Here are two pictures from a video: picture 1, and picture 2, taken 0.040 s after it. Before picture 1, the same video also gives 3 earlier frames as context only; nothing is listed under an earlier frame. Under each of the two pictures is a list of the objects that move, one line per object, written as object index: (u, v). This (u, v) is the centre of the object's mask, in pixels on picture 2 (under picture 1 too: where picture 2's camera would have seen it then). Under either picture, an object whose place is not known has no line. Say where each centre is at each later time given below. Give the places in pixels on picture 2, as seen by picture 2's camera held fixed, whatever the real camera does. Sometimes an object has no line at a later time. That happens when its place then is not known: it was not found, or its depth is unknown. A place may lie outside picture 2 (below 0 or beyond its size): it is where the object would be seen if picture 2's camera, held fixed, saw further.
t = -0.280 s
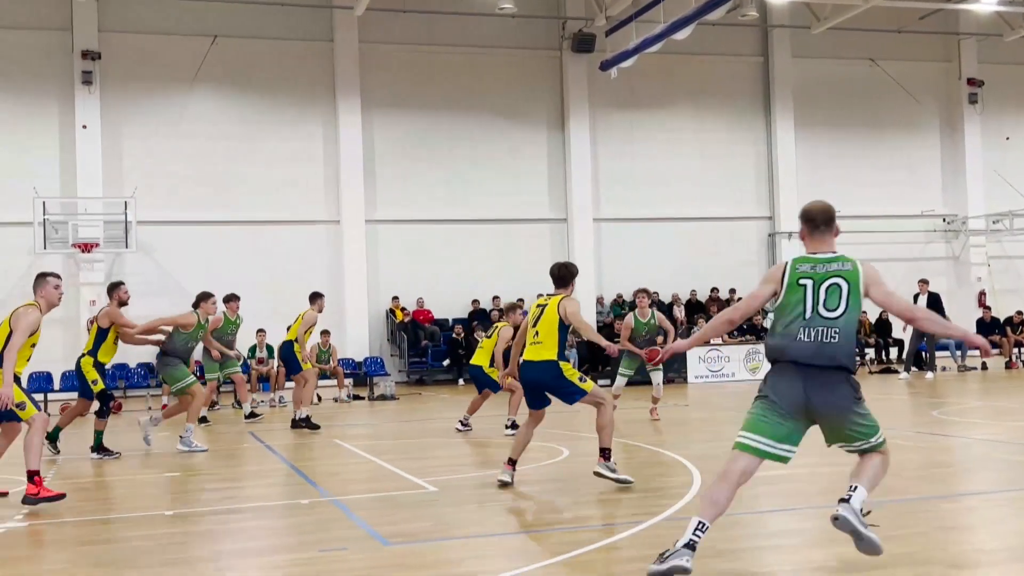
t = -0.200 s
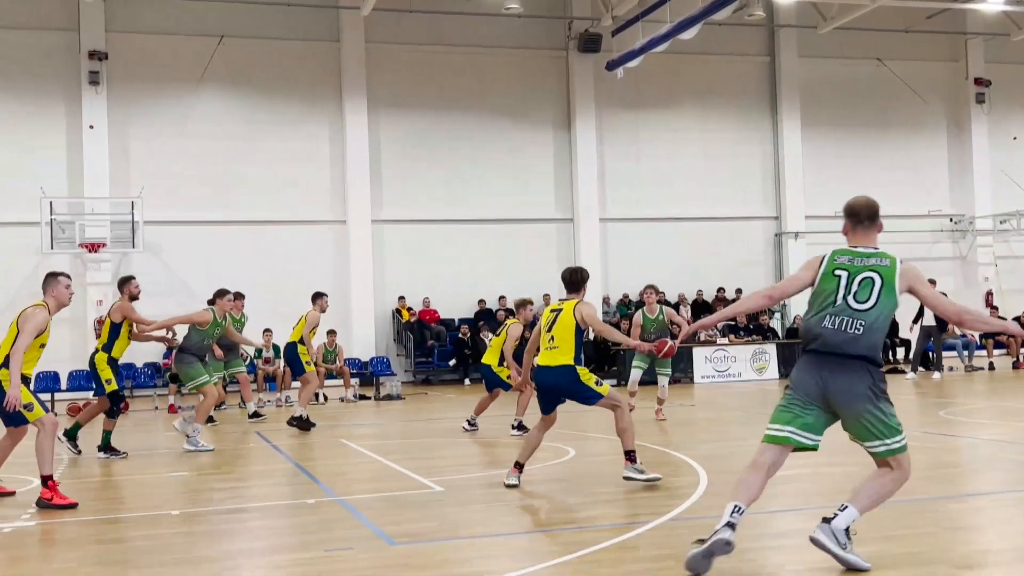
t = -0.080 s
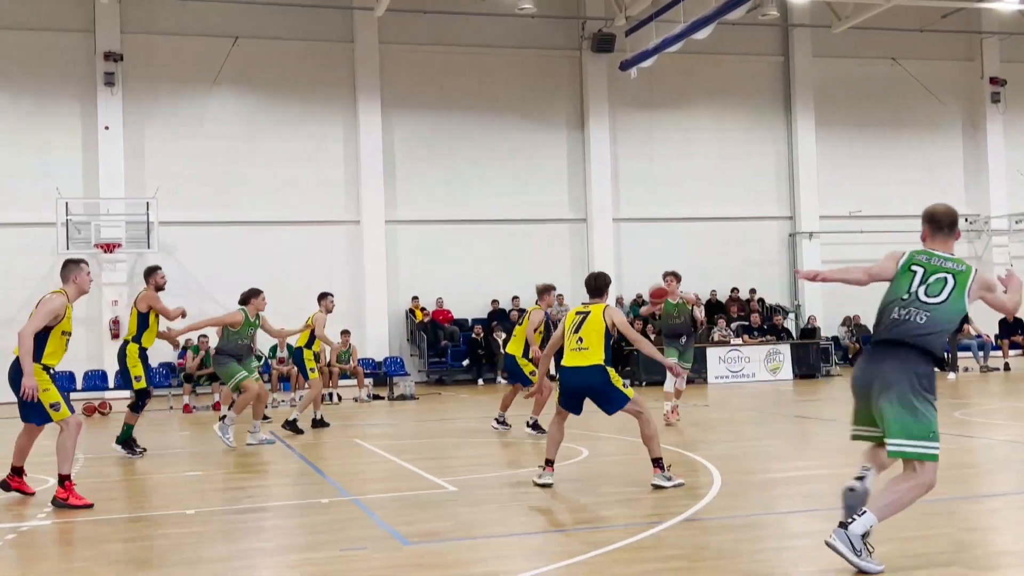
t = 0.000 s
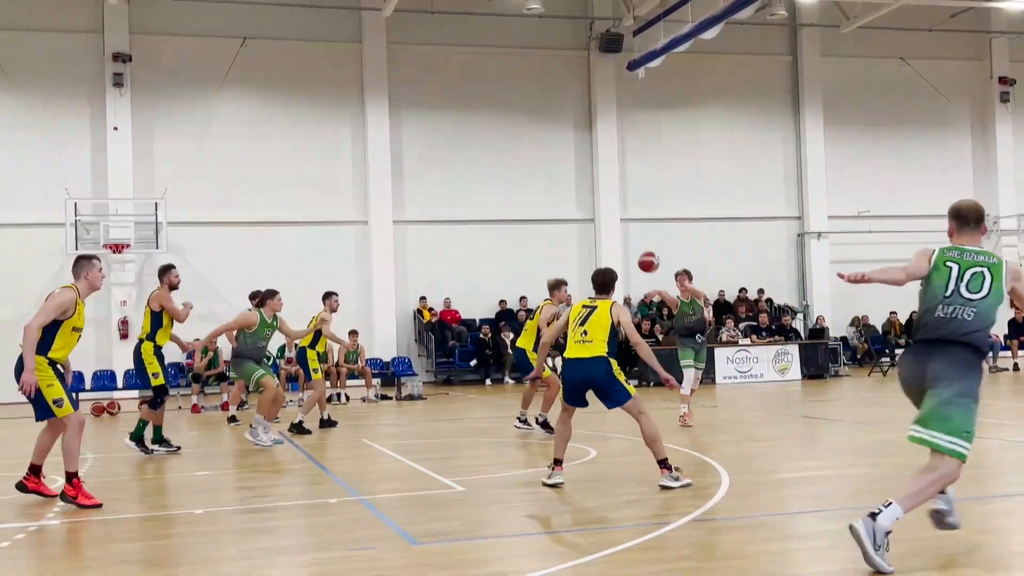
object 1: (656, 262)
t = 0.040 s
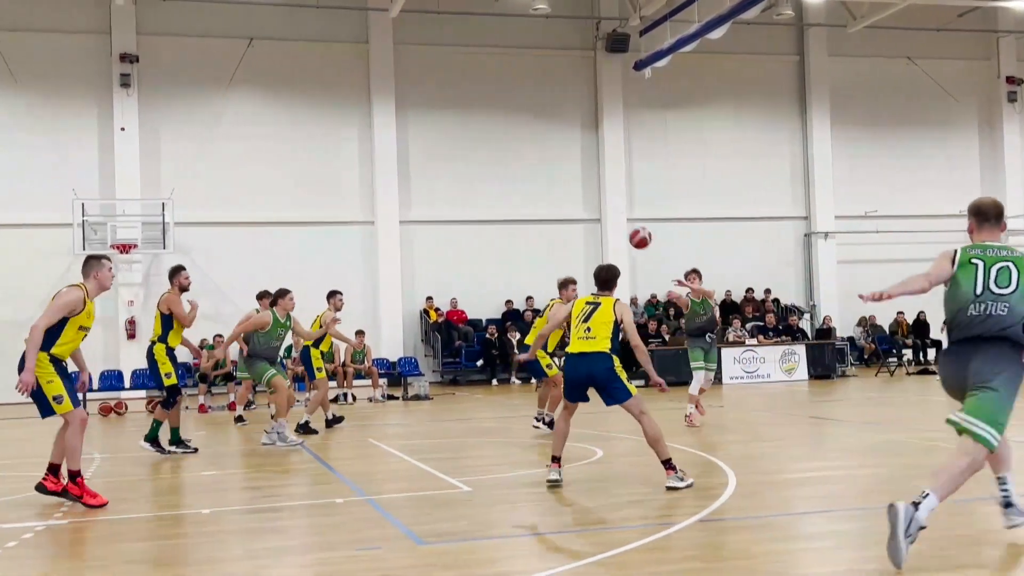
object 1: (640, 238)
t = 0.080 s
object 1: (629, 223)
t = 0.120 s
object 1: (617, 207)
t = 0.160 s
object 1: (604, 191)
